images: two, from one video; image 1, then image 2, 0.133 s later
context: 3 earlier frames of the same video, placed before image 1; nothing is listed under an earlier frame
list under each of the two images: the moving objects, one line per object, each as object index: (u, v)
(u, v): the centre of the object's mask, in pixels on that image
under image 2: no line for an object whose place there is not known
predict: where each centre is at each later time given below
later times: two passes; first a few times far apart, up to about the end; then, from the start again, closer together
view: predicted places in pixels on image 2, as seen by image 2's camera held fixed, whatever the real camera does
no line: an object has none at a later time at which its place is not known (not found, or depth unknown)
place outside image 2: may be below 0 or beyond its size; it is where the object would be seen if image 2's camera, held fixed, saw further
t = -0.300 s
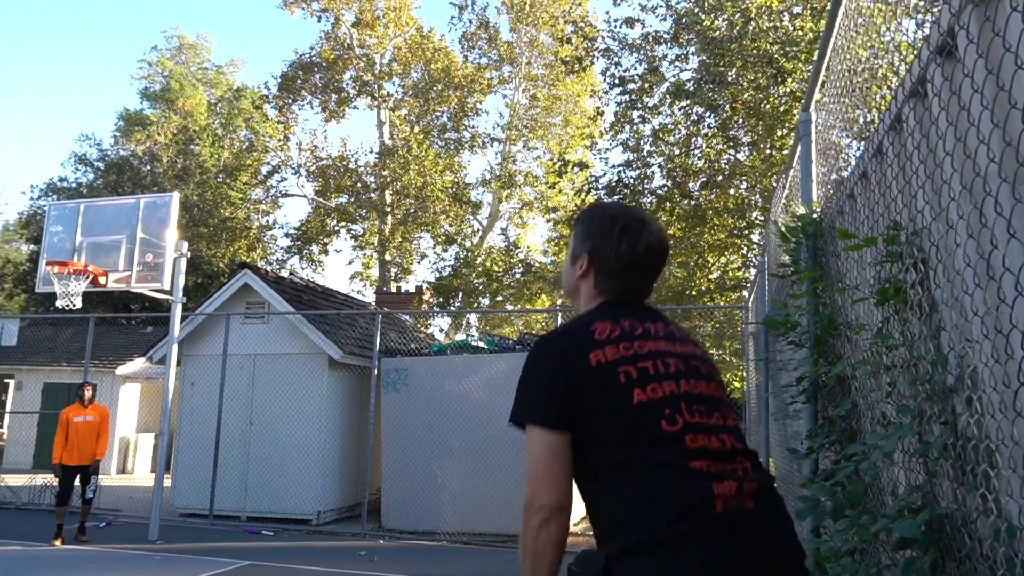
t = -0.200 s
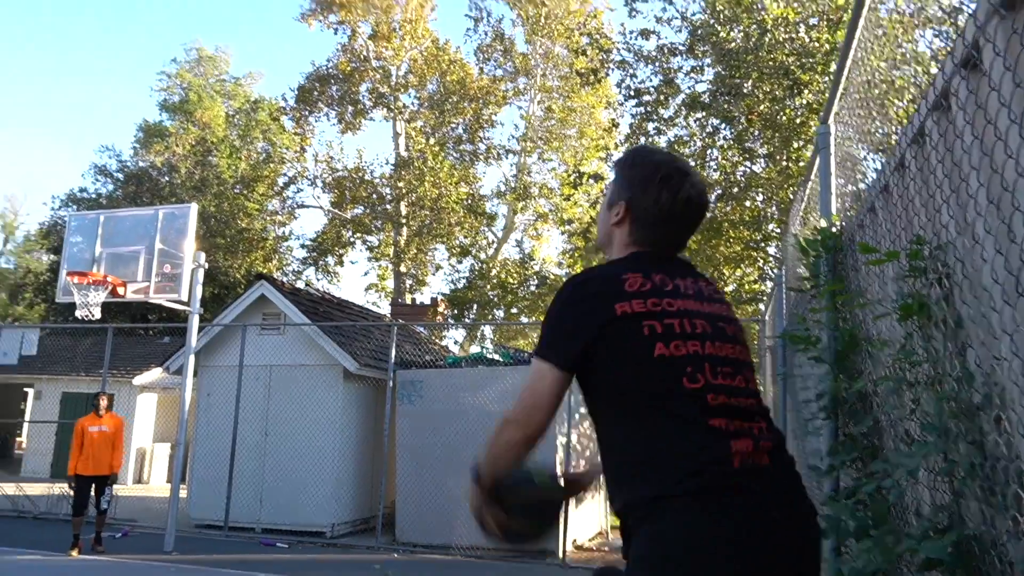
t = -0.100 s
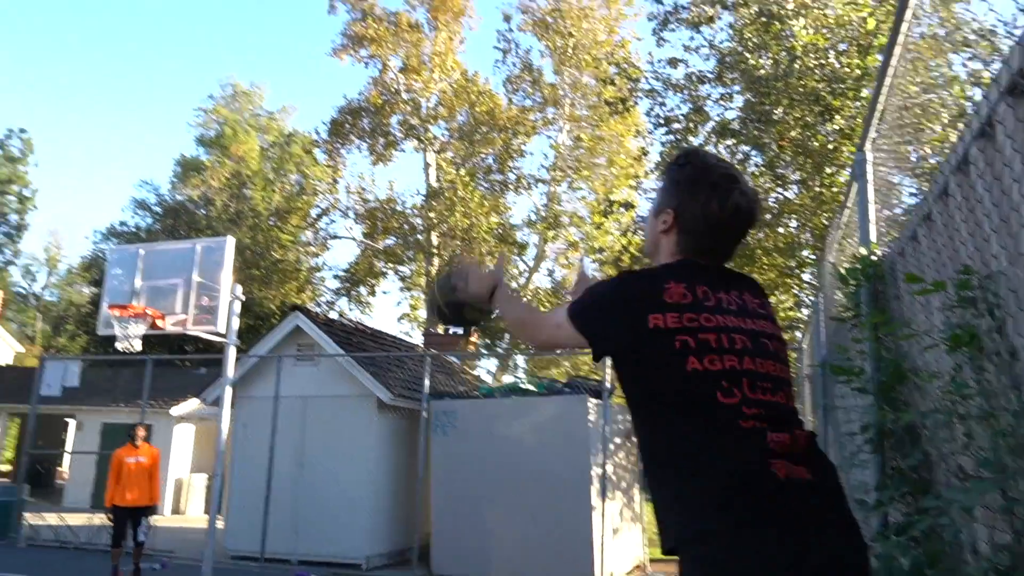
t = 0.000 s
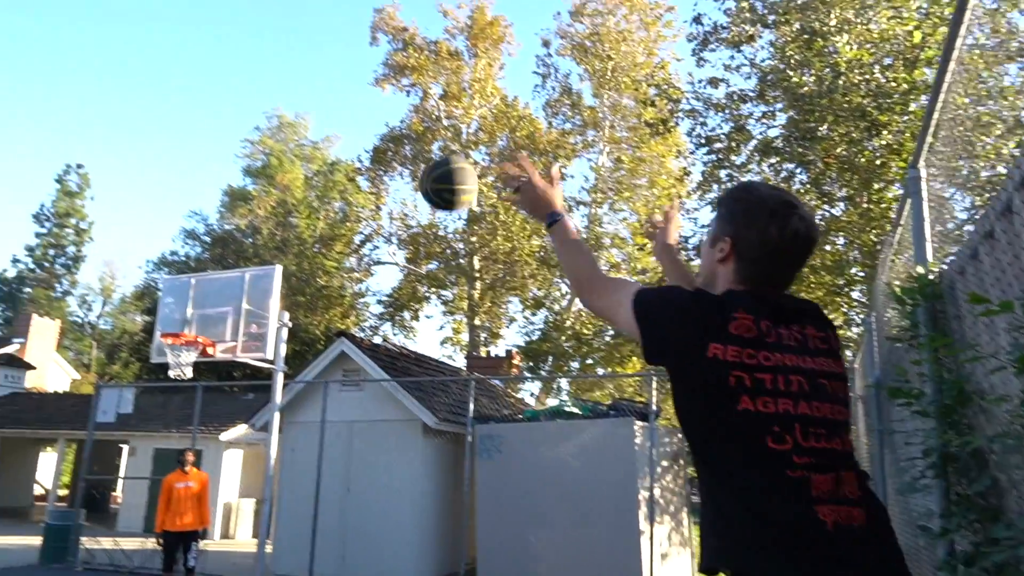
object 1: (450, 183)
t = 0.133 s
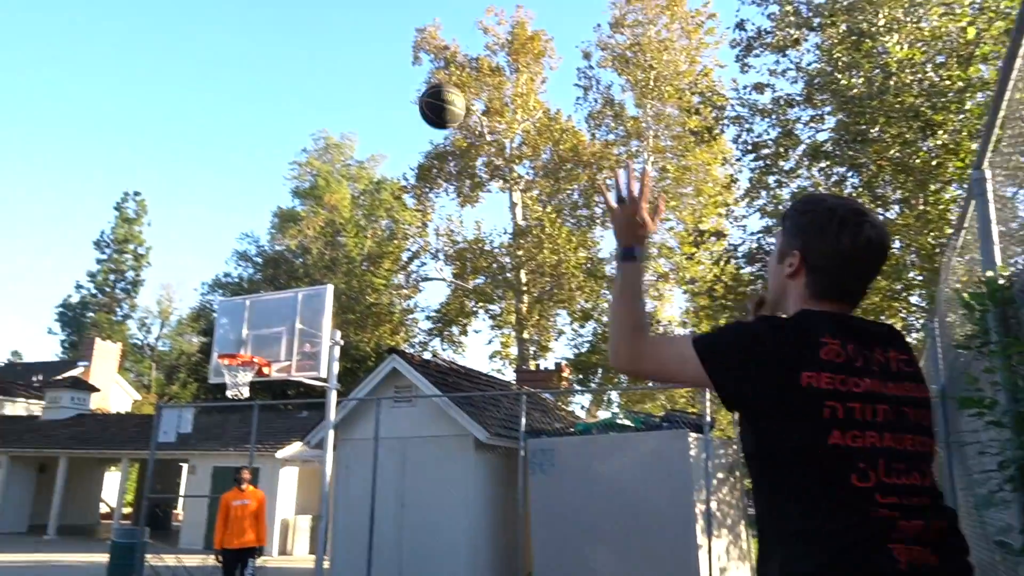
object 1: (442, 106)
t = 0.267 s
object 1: (405, 68)
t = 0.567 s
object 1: (350, 78)
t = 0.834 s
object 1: (312, 147)
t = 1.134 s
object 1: (275, 267)
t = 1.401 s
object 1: (232, 364)
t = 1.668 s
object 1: (258, 390)
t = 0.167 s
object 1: (432, 93)
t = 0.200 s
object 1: (423, 83)
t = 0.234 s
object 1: (414, 75)
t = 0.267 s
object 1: (405, 68)
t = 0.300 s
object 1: (398, 64)
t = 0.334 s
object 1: (391, 61)
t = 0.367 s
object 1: (384, 60)
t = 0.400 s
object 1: (378, 60)
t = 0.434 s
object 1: (372, 62)
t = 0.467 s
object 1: (366, 65)
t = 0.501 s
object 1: (360, 68)
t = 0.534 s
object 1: (355, 72)
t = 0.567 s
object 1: (350, 78)
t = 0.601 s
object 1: (344, 84)
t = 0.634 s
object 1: (340, 91)
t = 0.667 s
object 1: (335, 98)
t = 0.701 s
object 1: (330, 107)
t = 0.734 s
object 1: (326, 116)
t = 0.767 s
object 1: (321, 126)
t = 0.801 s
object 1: (317, 136)
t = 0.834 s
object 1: (312, 147)
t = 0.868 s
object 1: (307, 158)
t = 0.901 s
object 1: (305, 169)
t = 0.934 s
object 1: (301, 181)
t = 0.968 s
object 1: (296, 196)
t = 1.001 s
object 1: (293, 209)
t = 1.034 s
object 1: (288, 222)
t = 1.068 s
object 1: (285, 237)
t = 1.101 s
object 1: (280, 252)
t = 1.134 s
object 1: (275, 267)
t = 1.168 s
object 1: (272, 283)
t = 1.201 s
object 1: (267, 301)
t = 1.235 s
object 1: (262, 318)
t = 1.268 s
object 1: (257, 336)
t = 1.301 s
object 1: (254, 350)
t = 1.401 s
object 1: (232, 364)
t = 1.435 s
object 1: (240, 367)
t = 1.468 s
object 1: (242, 365)
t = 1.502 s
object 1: (256, 367)
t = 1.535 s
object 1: (257, 363)
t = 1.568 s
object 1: (262, 375)
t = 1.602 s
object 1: (259, 383)
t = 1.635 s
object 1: (257, 388)
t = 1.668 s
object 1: (258, 390)
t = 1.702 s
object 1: (257, 394)
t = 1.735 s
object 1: (251, 399)
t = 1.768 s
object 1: (250, 405)
